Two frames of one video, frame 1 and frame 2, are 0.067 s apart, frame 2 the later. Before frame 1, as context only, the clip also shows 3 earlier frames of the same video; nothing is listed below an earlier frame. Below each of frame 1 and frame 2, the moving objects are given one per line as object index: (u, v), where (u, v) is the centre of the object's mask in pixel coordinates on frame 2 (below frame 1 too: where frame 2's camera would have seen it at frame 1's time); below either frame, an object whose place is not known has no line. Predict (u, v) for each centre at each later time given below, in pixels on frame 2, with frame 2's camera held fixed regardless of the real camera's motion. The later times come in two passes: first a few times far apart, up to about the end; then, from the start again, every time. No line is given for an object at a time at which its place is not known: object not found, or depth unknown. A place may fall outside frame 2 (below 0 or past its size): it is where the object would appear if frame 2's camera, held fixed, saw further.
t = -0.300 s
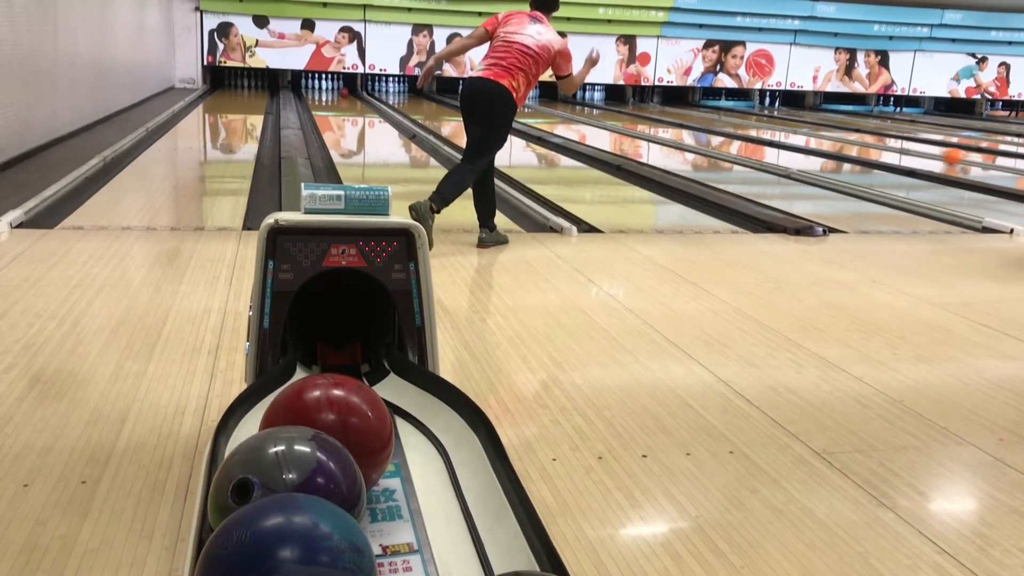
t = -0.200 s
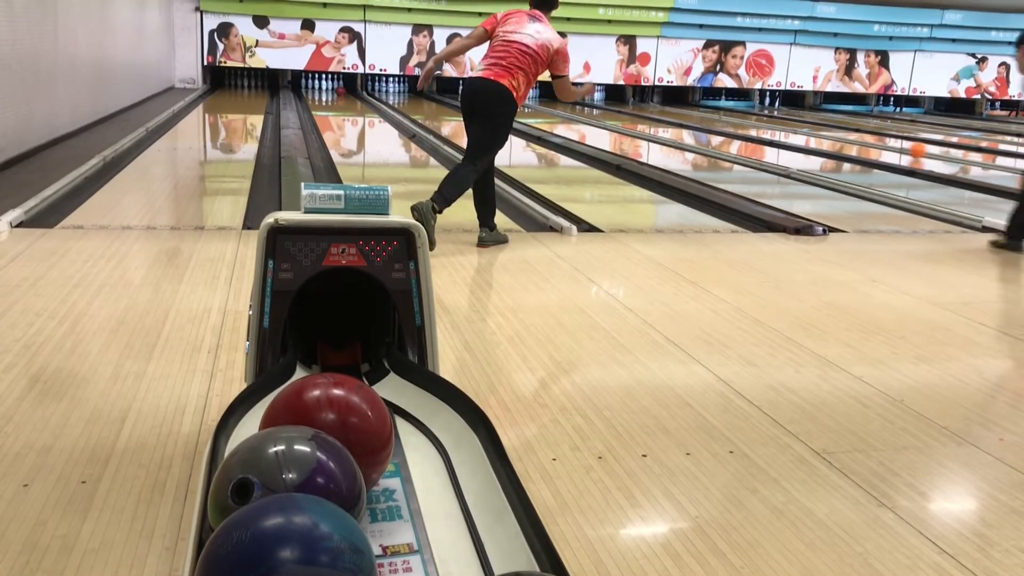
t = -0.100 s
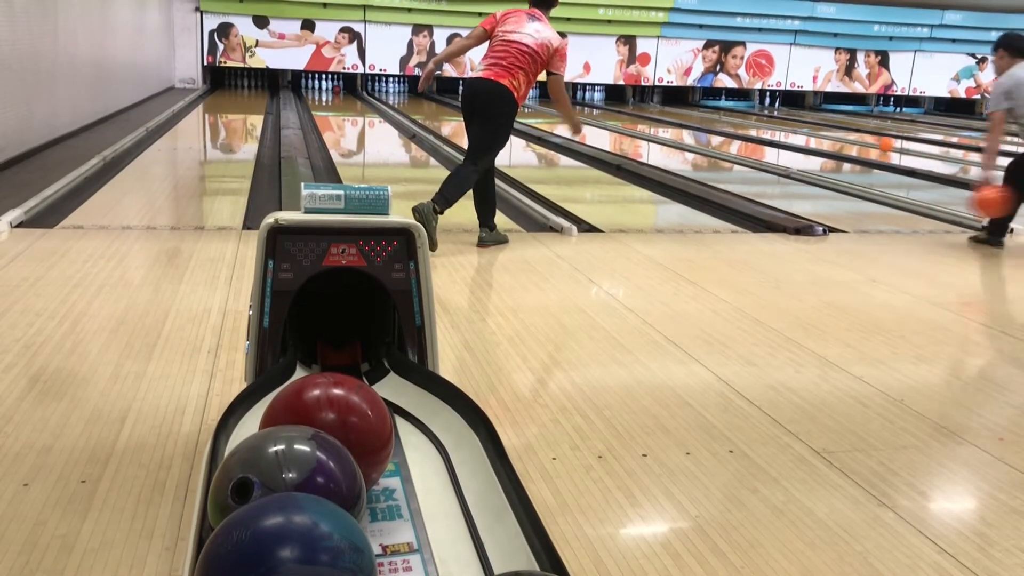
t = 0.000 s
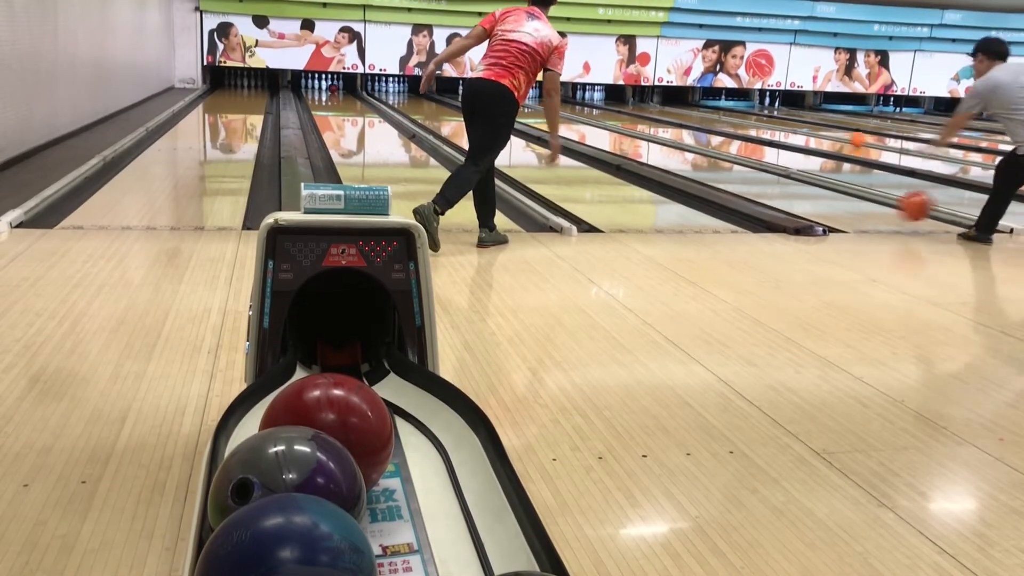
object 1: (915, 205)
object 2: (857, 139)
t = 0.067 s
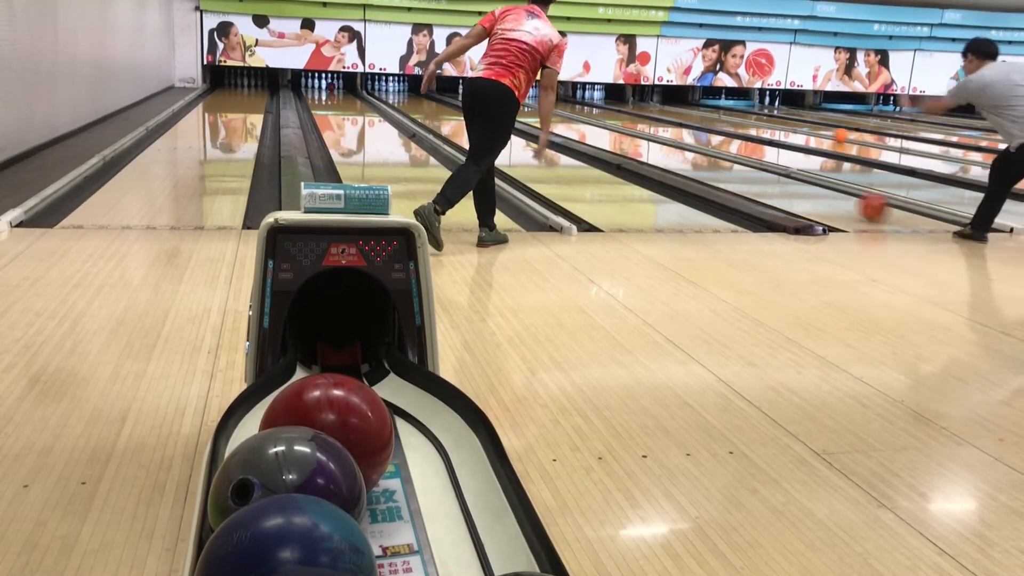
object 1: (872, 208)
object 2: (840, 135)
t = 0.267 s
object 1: (780, 181)
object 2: (795, 127)
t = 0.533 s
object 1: (693, 156)
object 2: (746, 118)
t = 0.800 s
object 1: (633, 140)
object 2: (709, 113)
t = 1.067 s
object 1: (590, 127)
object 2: (674, 107)
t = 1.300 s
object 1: (560, 118)
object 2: (649, 104)
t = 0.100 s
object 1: (855, 200)
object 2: (832, 134)
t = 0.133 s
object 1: (838, 195)
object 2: (824, 132)
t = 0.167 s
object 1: (822, 192)
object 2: (817, 131)
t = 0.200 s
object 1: (807, 189)
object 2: (810, 129)
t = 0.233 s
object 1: (793, 185)
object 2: (802, 128)
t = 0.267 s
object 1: (780, 181)
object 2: (795, 127)
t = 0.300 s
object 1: (767, 177)
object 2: (788, 126)
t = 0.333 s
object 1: (755, 174)
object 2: (782, 124)
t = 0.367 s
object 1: (744, 171)
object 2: (775, 123)
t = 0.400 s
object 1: (733, 167)
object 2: (769, 122)
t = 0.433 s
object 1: (722, 164)
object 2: (763, 121)
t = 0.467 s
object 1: (712, 162)
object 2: (757, 120)
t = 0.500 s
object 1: (703, 159)
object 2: (752, 118)
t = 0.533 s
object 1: (693, 156)
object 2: (746, 118)
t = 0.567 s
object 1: (685, 153)
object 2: (741, 117)
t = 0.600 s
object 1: (677, 151)
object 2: (736, 116)
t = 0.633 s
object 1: (669, 149)
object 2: (731, 115)
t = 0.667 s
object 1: (661, 147)
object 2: (726, 114)
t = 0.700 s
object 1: (654, 144)
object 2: (722, 114)
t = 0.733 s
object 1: (647, 143)
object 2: (717, 113)
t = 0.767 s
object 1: (640, 141)
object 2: (713, 113)
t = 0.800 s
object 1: (633, 140)
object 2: (709, 113)
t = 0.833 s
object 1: (627, 138)
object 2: (705, 112)
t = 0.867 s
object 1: (621, 137)
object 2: (701, 111)
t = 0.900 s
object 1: (616, 135)
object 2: (697, 110)
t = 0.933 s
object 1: (610, 134)
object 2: (692, 109)
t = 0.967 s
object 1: (605, 132)
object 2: (688, 109)
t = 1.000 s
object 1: (599, 131)
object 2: (683, 108)
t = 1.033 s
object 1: (595, 129)
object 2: (679, 108)
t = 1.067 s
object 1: (590, 127)
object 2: (674, 107)
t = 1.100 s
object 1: (585, 126)
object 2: (670, 107)
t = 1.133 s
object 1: (580, 124)
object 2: (666, 106)
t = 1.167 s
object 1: (576, 123)
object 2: (663, 105)
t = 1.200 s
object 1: (572, 123)
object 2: (659, 105)
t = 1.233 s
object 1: (568, 121)
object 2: (656, 105)
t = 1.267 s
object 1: (564, 120)
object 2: (652, 104)
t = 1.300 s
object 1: (560, 118)
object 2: (649, 104)
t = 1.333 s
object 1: (557, 118)
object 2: (645, 104)
